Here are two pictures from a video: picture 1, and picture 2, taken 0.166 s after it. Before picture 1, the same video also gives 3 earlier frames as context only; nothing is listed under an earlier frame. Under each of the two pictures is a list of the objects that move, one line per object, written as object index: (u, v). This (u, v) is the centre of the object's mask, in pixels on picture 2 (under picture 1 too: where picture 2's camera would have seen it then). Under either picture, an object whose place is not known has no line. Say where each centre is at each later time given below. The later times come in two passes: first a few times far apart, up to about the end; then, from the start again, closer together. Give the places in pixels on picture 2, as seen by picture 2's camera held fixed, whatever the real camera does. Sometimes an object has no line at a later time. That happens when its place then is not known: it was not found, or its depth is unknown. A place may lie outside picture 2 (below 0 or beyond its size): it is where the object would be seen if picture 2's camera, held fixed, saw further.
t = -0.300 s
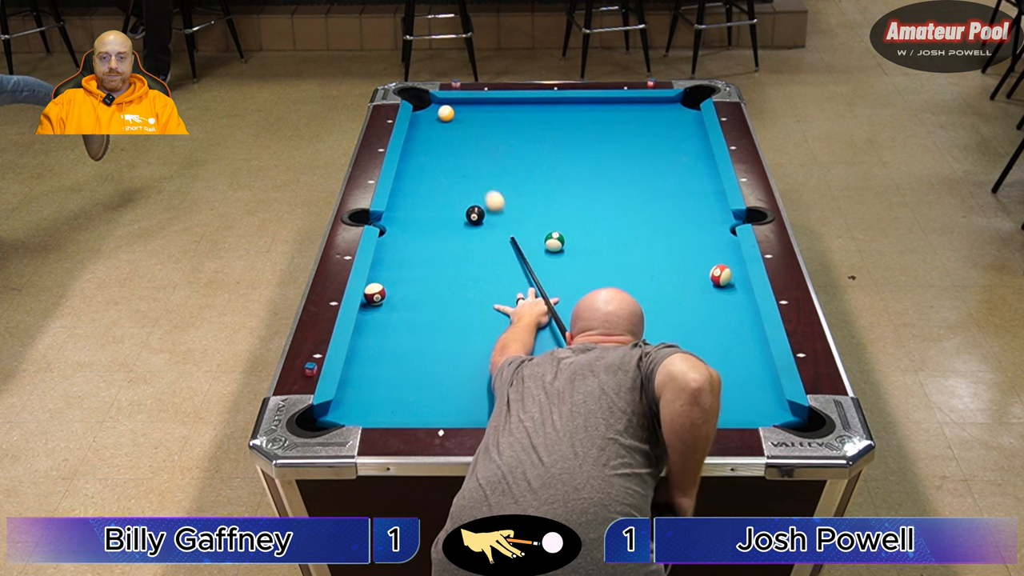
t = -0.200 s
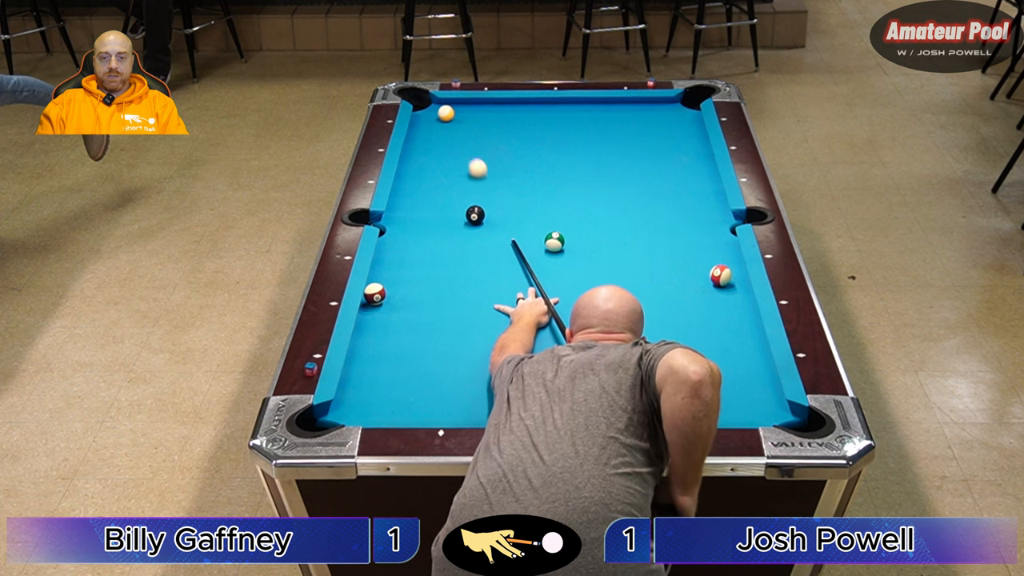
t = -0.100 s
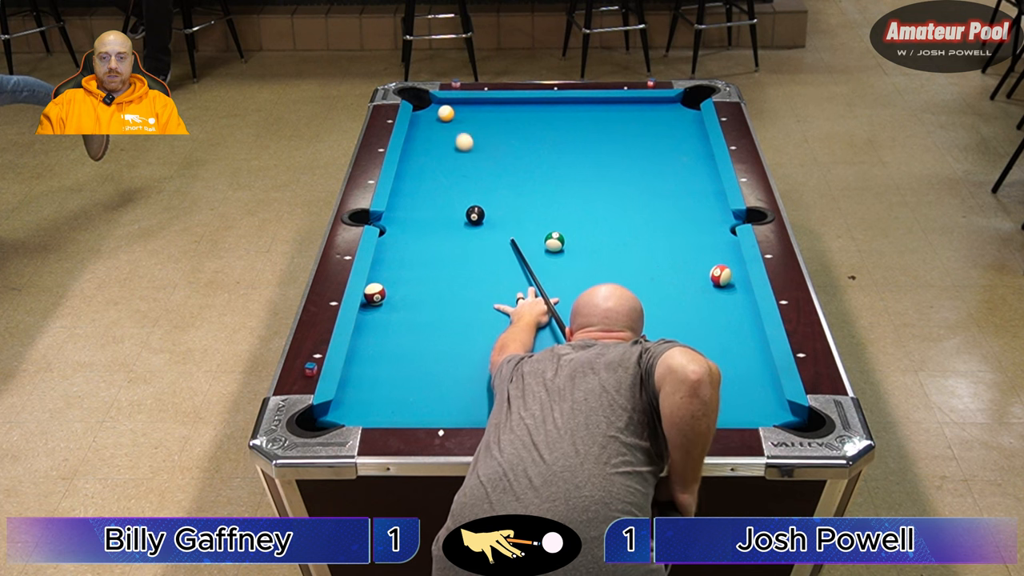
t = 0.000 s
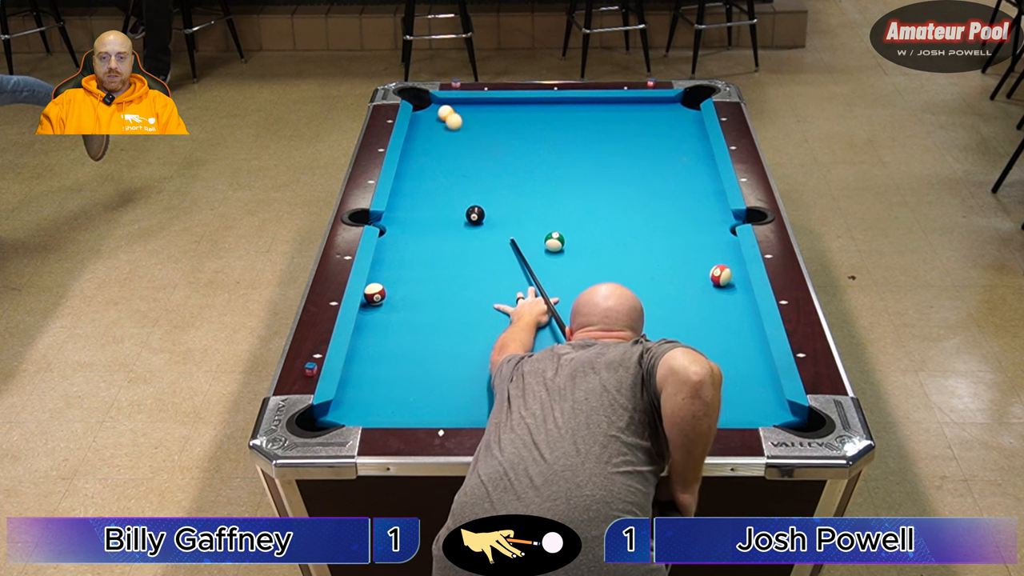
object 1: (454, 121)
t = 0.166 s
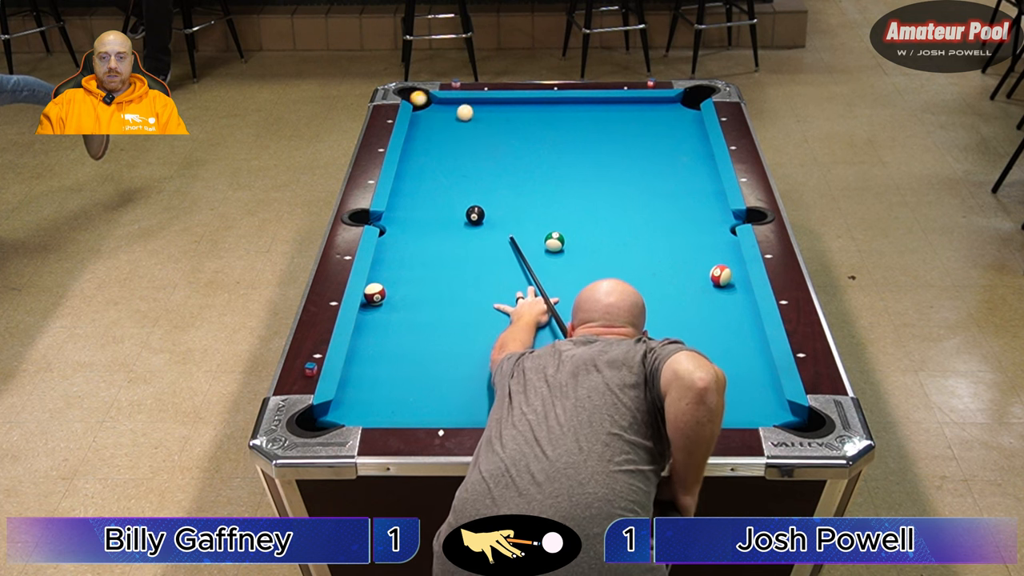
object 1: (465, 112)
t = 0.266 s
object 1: (471, 107)
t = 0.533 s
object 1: (491, 105)
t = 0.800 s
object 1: (512, 111)
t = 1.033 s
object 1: (531, 117)
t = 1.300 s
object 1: (552, 123)
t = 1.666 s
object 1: (585, 130)
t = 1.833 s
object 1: (592, 135)
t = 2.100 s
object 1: (614, 137)
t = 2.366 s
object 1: (628, 145)
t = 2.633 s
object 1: (645, 150)
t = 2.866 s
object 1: (659, 155)
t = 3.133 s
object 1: (674, 159)
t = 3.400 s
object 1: (688, 163)
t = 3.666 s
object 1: (700, 167)
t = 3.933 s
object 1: (707, 170)
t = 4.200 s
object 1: (703, 171)
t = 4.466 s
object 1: (702, 171)
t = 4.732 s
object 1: (702, 172)
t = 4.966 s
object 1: (701, 172)
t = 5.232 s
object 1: (701, 172)
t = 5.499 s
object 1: (702, 172)
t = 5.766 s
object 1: (701, 172)
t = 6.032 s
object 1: (701, 172)
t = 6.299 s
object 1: (702, 172)
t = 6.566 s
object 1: (702, 172)
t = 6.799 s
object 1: (702, 172)
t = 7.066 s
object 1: (702, 172)
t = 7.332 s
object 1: (702, 172)
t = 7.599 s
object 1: (702, 172)
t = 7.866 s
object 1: (702, 172)
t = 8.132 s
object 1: (702, 172)
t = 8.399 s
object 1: (702, 172)
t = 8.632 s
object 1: (702, 172)
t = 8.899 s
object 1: (702, 172)
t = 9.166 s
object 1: (702, 172)
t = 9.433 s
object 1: (702, 172)
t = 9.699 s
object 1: (702, 172)
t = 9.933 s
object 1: (702, 172)
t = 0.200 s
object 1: (467, 111)
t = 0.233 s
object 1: (469, 109)
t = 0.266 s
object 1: (471, 107)
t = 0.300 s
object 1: (473, 106)
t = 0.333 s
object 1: (475, 105)
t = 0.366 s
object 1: (477, 103)
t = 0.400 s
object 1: (480, 102)
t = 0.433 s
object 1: (482, 102)
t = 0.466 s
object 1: (485, 103)
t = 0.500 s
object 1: (488, 104)
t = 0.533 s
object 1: (491, 105)
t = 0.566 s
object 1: (494, 106)
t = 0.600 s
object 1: (497, 107)
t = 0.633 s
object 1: (499, 108)
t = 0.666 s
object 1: (502, 108)
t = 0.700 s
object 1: (505, 109)
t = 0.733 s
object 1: (508, 110)
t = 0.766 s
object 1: (510, 111)
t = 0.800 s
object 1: (512, 111)
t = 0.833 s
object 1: (515, 112)
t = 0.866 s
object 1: (517, 113)
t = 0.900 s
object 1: (520, 113)
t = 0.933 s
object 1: (523, 114)
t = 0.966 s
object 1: (525, 115)
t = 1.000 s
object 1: (528, 116)
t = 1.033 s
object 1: (531, 117)
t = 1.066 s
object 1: (533, 118)
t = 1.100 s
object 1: (536, 119)
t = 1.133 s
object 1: (539, 119)
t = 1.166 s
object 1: (541, 120)
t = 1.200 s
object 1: (544, 121)
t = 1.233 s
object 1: (547, 122)
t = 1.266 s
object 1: (549, 122)
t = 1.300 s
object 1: (552, 123)
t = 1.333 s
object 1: (554, 124)
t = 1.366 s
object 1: (557, 125)
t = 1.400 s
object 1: (559, 125)
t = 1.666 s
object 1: (585, 130)
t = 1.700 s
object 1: (585, 131)
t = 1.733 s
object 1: (584, 132)
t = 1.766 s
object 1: (586, 133)
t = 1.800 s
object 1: (589, 134)
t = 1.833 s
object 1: (592, 135)
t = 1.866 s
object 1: (594, 135)
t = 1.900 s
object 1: (597, 136)
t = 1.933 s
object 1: (599, 137)
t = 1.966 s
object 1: (601, 138)
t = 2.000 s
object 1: (603, 138)
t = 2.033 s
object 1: (606, 139)
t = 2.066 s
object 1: (608, 140)
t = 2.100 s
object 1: (614, 137)
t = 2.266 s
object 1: (621, 143)
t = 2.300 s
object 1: (624, 144)
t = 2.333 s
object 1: (626, 145)
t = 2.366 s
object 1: (628, 145)
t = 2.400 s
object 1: (630, 146)
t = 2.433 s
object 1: (633, 147)
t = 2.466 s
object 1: (635, 147)
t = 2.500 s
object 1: (637, 148)
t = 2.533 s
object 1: (639, 149)
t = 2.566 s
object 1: (641, 149)
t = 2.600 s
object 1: (643, 150)
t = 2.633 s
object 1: (645, 150)
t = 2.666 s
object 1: (647, 151)
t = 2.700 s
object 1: (649, 152)
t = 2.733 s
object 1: (651, 152)
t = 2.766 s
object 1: (653, 153)
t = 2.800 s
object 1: (656, 153)
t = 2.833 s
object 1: (657, 154)
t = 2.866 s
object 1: (659, 155)
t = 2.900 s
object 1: (661, 155)
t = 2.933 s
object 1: (663, 156)
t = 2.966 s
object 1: (665, 156)
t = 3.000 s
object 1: (667, 157)
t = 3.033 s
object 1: (669, 157)
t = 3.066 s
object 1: (671, 158)
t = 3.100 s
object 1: (673, 158)
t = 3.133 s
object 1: (674, 159)
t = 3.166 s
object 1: (676, 160)
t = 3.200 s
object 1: (678, 160)
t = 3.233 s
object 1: (680, 160)
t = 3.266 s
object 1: (681, 161)
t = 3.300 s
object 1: (683, 162)
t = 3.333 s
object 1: (685, 162)
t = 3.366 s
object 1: (686, 163)
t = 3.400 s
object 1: (688, 163)
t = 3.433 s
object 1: (690, 164)
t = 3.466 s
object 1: (691, 164)
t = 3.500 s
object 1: (693, 164)
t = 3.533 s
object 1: (695, 165)
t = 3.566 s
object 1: (696, 165)
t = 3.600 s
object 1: (698, 166)
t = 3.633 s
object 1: (699, 166)
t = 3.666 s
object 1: (700, 167)
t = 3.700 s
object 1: (702, 167)
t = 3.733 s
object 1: (703, 168)
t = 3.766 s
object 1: (705, 168)
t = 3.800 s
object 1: (706, 168)
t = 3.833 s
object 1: (708, 169)
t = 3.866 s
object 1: (708, 169)
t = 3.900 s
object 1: (708, 169)
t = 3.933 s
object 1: (707, 170)
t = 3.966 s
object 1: (707, 170)
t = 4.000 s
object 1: (706, 170)
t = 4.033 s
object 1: (705, 170)
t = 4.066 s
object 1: (705, 170)
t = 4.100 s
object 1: (705, 170)
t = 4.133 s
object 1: (704, 171)
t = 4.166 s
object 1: (704, 171)
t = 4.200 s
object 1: (703, 171)
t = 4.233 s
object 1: (703, 171)
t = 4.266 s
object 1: (703, 171)
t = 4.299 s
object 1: (702, 171)
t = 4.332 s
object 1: (702, 171)
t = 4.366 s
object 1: (702, 171)
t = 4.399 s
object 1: (702, 171)
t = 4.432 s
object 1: (702, 171)
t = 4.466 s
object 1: (702, 171)
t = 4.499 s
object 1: (702, 171)
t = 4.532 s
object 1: (702, 171)
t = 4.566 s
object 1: (702, 172)
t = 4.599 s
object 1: (702, 172)
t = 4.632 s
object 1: (702, 171)
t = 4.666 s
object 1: (702, 171)
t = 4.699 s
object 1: (702, 172)
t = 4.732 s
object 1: (702, 172)
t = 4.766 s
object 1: (702, 172)
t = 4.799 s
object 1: (702, 172)
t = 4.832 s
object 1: (701, 172)
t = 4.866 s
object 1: (701, 172)
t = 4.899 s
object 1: (701, 172)
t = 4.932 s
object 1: (701, 172)
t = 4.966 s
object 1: (701, 172)
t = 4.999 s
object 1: (701, 172)
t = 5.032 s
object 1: (701, 172)
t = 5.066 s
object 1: (701, 172)
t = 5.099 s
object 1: (701, 172)
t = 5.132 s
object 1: (701, 172)
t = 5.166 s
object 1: (701, 172)
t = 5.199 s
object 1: (701, 172)
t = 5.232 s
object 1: (701, 172)
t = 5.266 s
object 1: (701, 172)
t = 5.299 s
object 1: (701, 172)
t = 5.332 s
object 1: (701, 172)
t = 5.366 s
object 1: (701, 172)
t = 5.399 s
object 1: (701, 172)
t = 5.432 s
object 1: (701, 172)
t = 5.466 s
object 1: (701, 172)
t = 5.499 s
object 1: (702, 172)
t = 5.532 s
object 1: (702, 172)
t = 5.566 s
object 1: (702, 172)
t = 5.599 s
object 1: (702, 172)
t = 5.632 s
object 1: (702, 172)
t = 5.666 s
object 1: (702, 172)
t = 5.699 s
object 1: (702, 172)
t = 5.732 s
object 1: (702, 172)
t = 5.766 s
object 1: (701, 172)
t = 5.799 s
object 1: (702, 172)
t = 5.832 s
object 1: (702, 172)
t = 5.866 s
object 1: (701, 172)
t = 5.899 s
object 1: (701, 172)
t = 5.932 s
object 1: (701, 172)
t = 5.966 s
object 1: (701, 172)
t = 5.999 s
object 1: (701, 172)
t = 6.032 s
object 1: (701, 172)
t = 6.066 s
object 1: (701, 172)
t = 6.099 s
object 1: (701, 172)
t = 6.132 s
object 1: (701, 172)
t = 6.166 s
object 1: (701, 172)
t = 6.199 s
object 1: (701, 172)
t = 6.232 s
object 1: (701, 172)
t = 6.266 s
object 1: (701, 172)
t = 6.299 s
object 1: (702, 172)
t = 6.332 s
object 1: (702, 172)
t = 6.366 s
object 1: (702, 172)
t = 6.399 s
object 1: (702, 172)
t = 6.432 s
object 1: (702, 172)
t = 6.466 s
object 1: (702, 172)
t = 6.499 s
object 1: (702, 172)
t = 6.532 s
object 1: (702, 172)
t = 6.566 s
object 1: (702, 172)
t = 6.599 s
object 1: (702, 172)
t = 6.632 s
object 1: (702, 172)
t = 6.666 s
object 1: (702, 172)
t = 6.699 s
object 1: (702, 172)
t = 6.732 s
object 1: (702, 172)
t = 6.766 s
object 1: (702, 172)
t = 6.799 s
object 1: (702, 172)
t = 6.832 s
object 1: (702, 172)
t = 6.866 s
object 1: (702, 172)
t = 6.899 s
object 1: (702, 172)
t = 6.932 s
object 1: (702, 172)
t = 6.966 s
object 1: (702, 172)
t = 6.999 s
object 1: (702, 172)
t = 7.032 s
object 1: (702, 172)
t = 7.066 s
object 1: (702, 172)
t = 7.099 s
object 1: (702, 172)
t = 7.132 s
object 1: (702, 172)
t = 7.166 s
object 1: (702, 172)
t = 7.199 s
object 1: (702, 172)
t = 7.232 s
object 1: (702, 172)
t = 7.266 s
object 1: (702, 172)
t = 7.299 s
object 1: (702, 172)
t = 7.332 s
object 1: (702, 172)
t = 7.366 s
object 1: (702, 172)
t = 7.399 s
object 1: (702, 172)
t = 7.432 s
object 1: (702, 172)
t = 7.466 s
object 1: (702, 172)
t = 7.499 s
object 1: (702, 172)
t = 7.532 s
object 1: (702, 172)
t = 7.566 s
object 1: (702, 172)
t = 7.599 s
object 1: (702, 172)
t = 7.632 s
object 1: (702, 172)
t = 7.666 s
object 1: (702, 172)
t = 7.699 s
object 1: (702, 172)
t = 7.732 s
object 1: (702, 172)
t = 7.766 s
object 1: (702, 172)
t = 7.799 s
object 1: (702, 172)
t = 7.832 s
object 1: (702, 172)
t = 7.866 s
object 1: (702, 172)
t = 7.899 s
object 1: (702, 172)
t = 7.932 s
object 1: (702, 172)
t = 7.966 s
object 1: (702, 172)
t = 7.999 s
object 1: (702, 172)
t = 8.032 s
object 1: (702, 172)
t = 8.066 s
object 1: (702, 172)
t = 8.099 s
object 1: (702, 172)
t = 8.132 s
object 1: (702, 172)
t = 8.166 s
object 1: (702, 172)
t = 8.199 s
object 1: (702, 172)
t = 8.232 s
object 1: (702, 172)
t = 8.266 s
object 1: (702, 172)
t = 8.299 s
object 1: (702, 172)
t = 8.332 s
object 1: (702, 172)
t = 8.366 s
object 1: (702, 172)
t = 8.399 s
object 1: (702, 172)
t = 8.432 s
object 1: (702, 172)
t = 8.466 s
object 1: (702, 172)
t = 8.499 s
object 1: (702, 172)
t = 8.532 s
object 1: (702, 172)
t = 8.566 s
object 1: (702, 172)
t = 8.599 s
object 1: (702, 172)
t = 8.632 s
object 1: (702, 172)
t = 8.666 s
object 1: (702, 172)
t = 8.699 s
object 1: (702, 172)
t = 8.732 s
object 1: (702, 172)
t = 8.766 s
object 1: (702, 172)
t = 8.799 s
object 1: (702, 172)
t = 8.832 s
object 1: (702, 172)
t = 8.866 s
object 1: (702, 172)
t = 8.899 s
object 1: (702, 172)
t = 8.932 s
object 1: (702, 172)
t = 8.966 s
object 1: (702, 172)
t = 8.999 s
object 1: (702, 172)
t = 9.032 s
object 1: (702, 172)
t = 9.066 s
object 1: (702, 172)
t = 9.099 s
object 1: (702, 172)
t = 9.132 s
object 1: (702, 172)
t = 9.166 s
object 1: (702, 172)
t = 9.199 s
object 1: (702, 172)
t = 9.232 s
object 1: (702, 172)
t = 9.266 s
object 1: (702, 172)
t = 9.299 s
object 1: (702, 172)
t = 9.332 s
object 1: (702, 172)
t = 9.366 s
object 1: (702, 172)
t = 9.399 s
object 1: (702, 172)
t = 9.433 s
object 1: (702, 172)
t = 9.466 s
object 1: (702, 172)
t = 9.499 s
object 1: (702, 172)
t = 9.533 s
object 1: (701, 172)
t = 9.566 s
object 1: (702, 172)
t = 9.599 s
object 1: (701, 172)
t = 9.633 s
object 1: (702, 172)
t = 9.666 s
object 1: (702, 172)
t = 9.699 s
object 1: (702, 172)
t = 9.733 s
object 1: (702, 172)
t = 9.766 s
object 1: (702, 172)
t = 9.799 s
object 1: (702, 172)
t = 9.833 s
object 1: (702, 172)
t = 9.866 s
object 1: (702, 172)
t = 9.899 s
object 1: (702, 172)
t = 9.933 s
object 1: (702, 172)
